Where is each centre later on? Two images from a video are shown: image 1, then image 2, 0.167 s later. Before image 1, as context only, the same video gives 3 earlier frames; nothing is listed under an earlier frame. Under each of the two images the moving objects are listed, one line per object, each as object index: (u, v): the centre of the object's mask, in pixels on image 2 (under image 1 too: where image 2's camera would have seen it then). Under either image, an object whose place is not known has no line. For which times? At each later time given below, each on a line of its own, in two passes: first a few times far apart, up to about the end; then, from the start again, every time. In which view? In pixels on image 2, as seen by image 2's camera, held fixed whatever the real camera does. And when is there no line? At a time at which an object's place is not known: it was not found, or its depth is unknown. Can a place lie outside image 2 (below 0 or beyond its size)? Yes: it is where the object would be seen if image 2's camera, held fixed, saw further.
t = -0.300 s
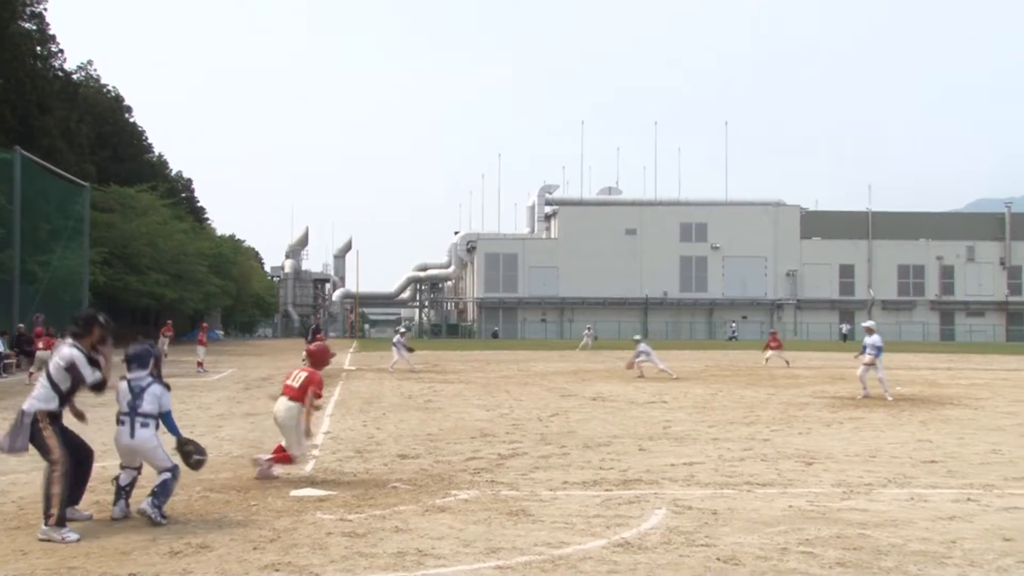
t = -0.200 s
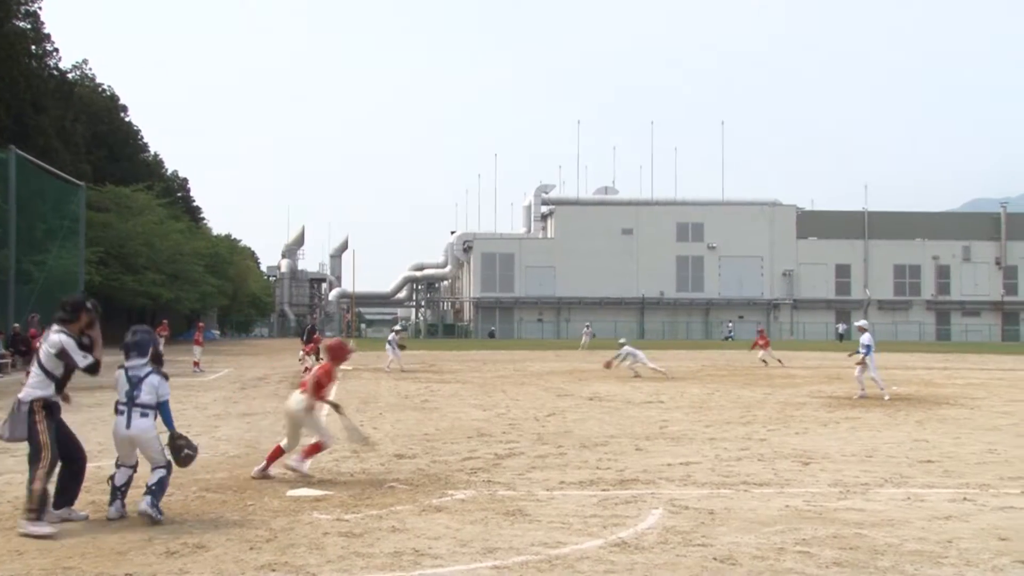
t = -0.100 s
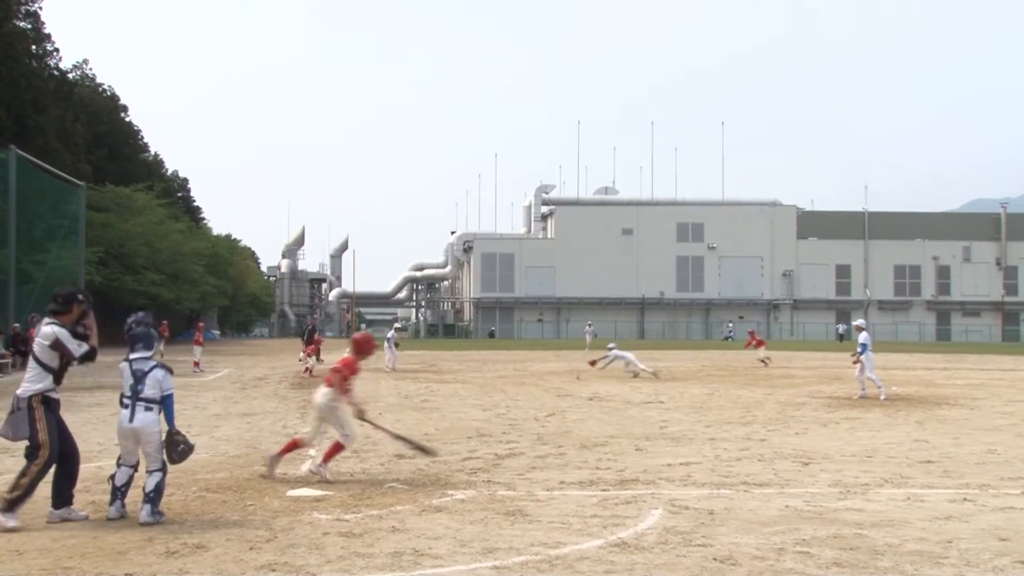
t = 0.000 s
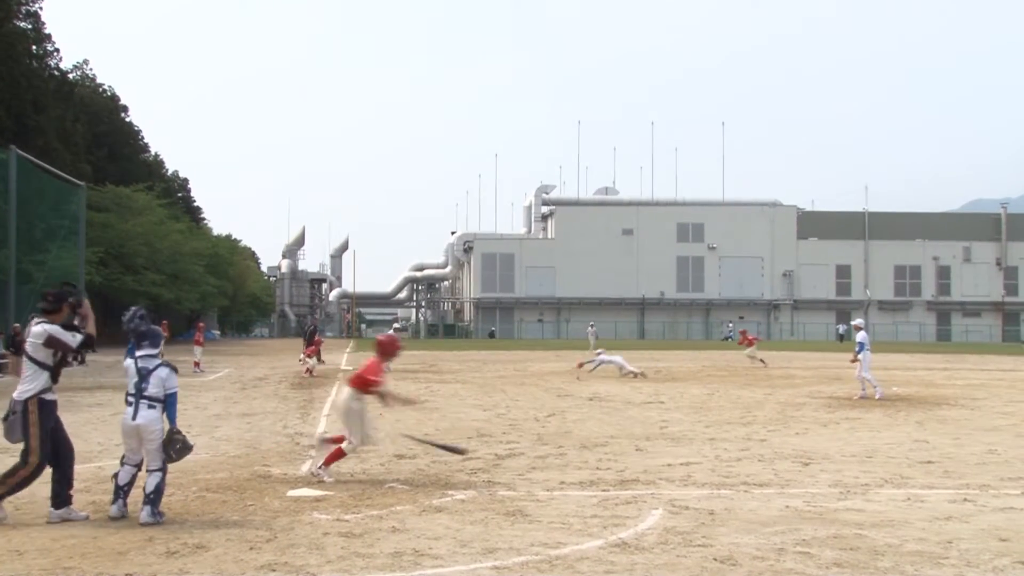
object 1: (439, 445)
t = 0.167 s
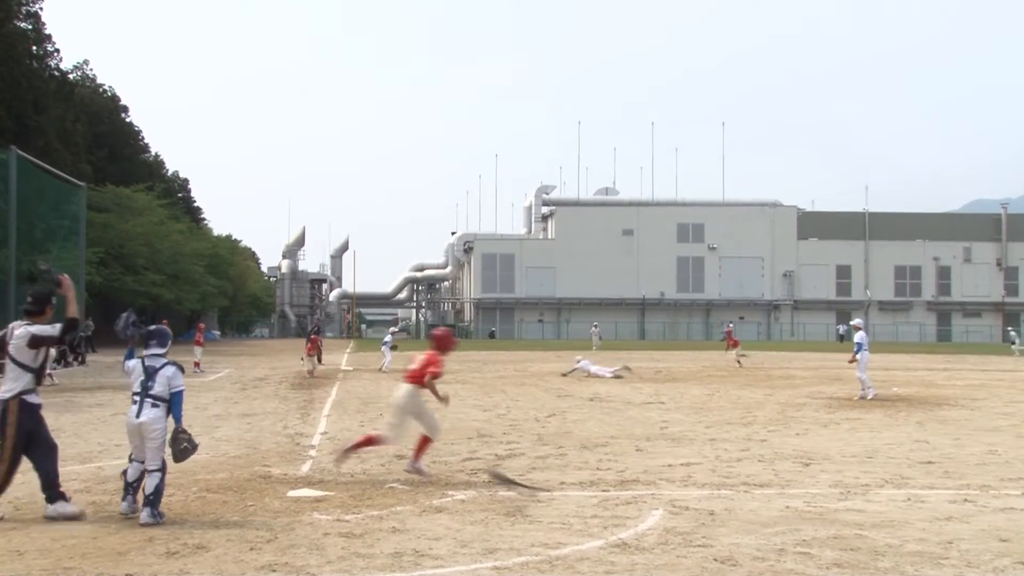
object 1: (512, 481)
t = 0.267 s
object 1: (536, 508)
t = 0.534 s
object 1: (627, 526)
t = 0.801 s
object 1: (666, 541)
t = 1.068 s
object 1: (688, 557)
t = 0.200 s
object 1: (523, 490)
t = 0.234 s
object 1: (527, 504)
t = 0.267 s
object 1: (536, 508)
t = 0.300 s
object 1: (560, 510)
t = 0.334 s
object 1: (573, 512)
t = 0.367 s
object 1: (589, 514)
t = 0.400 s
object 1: (594, 518)
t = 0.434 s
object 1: (600, 519)
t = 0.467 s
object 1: (610, 522)
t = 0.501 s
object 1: (620, 524)
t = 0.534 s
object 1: (627, 526)
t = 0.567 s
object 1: (633, 528)
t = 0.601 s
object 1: (638, 530)
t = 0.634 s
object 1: (646, 532)
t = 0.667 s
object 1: (651, 533)
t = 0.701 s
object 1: (654, 535)
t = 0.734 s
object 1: (657, 537)
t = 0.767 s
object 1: (662, 539)
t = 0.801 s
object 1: (666, 541)
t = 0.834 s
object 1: (669, 543)
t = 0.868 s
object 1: (668, 545)
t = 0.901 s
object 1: (672, 547)
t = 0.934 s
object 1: (676, 549)
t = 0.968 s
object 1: (679, 551)
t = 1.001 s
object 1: (680, 553)
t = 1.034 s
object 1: (684, 555)
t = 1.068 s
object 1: (688, 557)
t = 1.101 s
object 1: (692, 559)
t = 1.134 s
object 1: (695, 561)
